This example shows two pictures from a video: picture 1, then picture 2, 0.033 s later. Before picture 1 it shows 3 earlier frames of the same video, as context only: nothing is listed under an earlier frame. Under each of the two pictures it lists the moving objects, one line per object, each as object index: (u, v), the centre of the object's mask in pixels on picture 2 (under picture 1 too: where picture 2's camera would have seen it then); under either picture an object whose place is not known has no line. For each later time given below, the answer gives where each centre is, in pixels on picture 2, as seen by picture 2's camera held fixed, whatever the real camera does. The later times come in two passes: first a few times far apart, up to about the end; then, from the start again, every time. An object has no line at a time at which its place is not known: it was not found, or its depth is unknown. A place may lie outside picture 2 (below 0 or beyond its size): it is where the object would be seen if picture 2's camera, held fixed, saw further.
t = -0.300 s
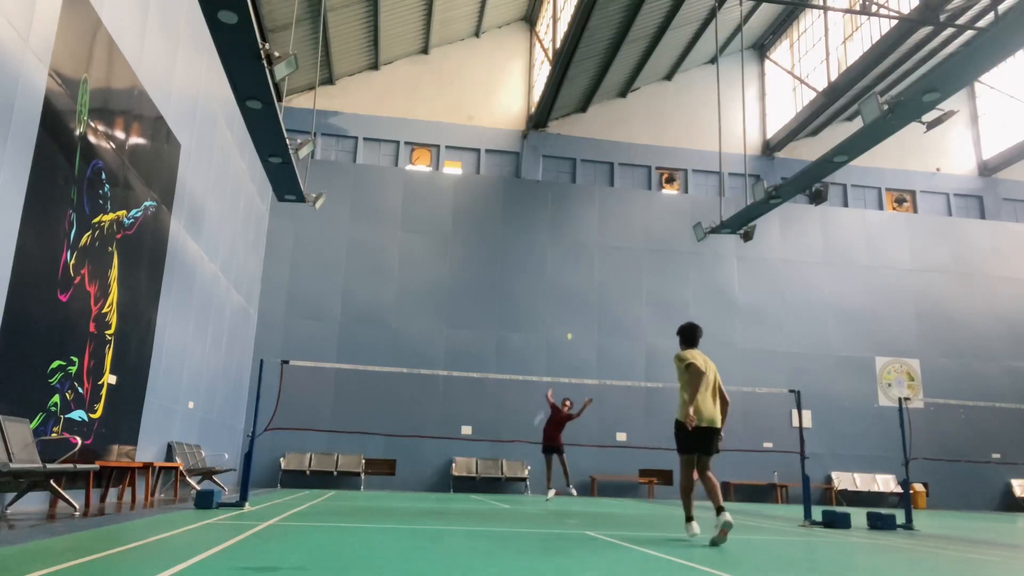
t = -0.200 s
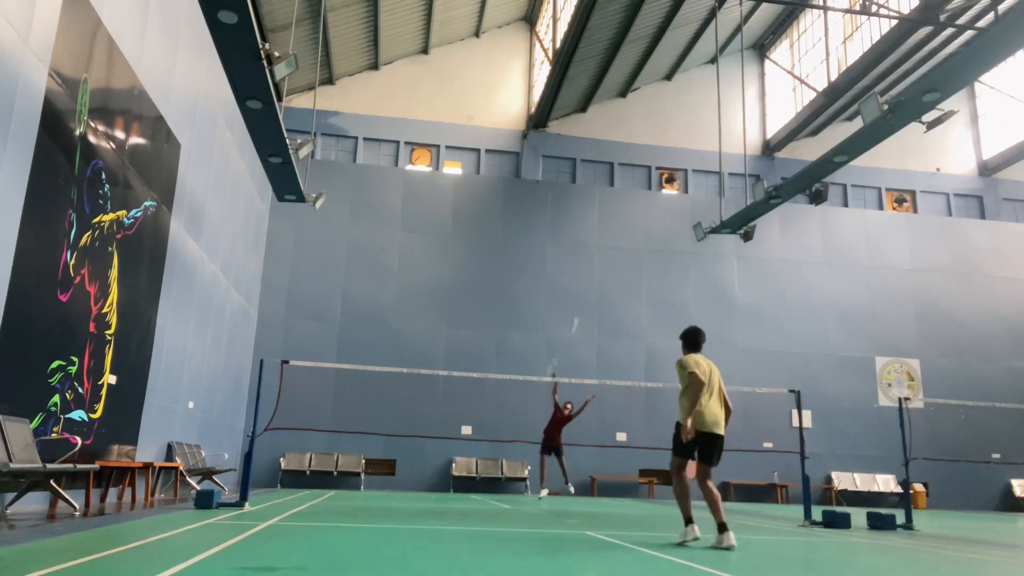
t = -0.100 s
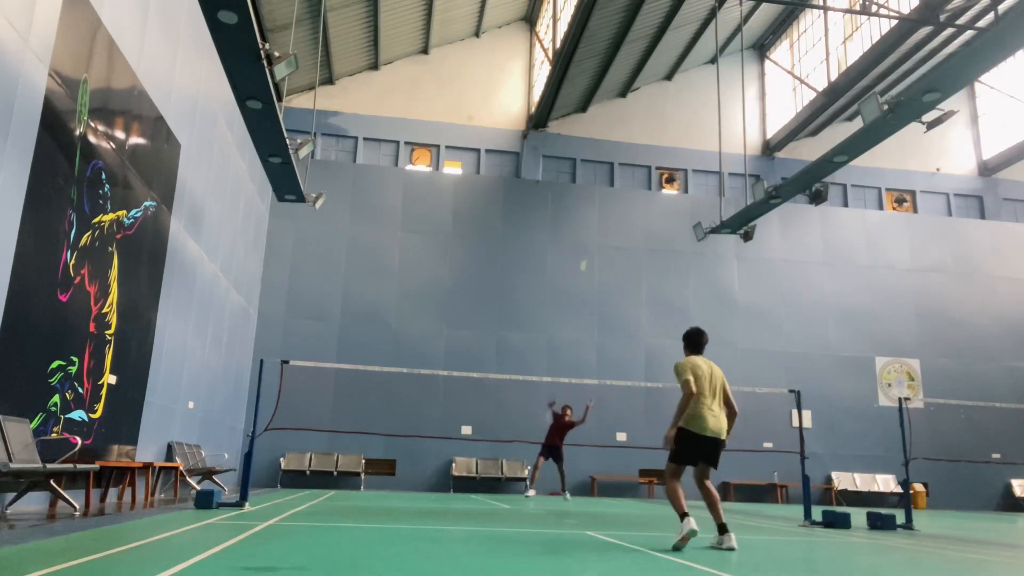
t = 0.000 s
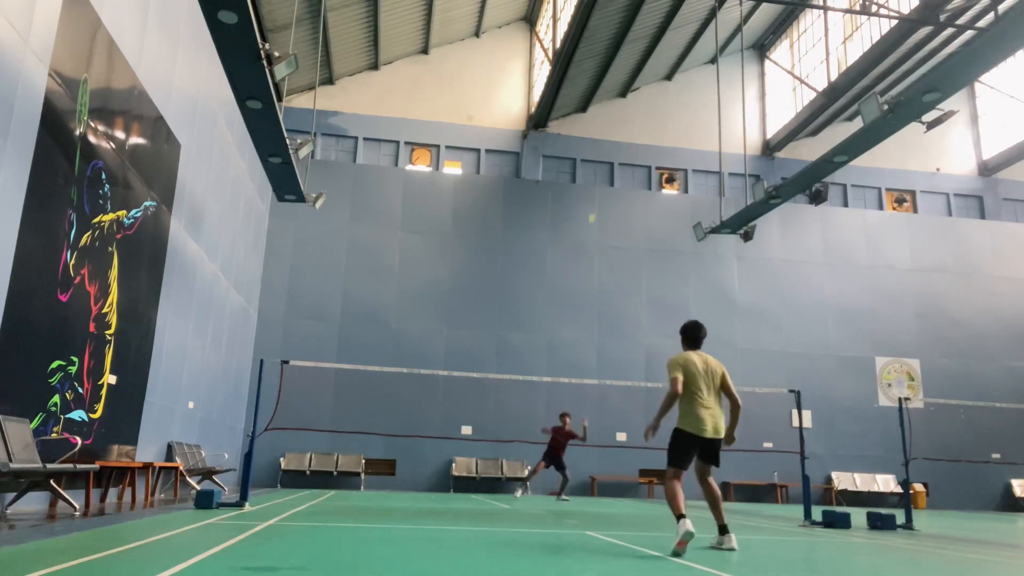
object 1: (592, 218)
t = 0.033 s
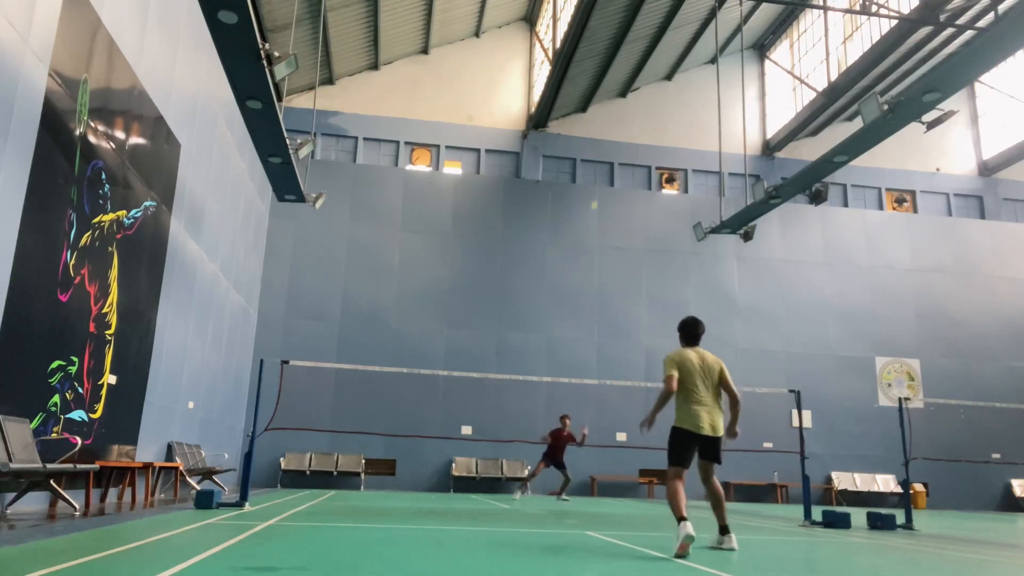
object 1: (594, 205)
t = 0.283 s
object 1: (613, 134)
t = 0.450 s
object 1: (624, 121)
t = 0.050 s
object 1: (595, 199)
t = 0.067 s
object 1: (597, 192)
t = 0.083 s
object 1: (598, 186)
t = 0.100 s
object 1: (599, 182)
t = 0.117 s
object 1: (601, 175)
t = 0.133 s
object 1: (602, 170)
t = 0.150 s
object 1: (603, 166)
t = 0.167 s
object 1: (604, 161)
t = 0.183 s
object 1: (605, 156)
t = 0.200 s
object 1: (606, 153)
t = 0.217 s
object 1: (607, 149)
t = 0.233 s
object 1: (609, 145)
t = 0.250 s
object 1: (610, 141)
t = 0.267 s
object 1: (611, 138)
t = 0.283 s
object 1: (613, 134)
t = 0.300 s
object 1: (614, 132)
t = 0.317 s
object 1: (615, 130)
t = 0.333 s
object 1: (616, 128)
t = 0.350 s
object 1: (617, 126)
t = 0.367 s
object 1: (618, 124)
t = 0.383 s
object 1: (619, 123)
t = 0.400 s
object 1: (621, 122)
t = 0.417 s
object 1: (622, 122)
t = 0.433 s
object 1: (623, 121)
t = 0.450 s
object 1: (624, 121)
